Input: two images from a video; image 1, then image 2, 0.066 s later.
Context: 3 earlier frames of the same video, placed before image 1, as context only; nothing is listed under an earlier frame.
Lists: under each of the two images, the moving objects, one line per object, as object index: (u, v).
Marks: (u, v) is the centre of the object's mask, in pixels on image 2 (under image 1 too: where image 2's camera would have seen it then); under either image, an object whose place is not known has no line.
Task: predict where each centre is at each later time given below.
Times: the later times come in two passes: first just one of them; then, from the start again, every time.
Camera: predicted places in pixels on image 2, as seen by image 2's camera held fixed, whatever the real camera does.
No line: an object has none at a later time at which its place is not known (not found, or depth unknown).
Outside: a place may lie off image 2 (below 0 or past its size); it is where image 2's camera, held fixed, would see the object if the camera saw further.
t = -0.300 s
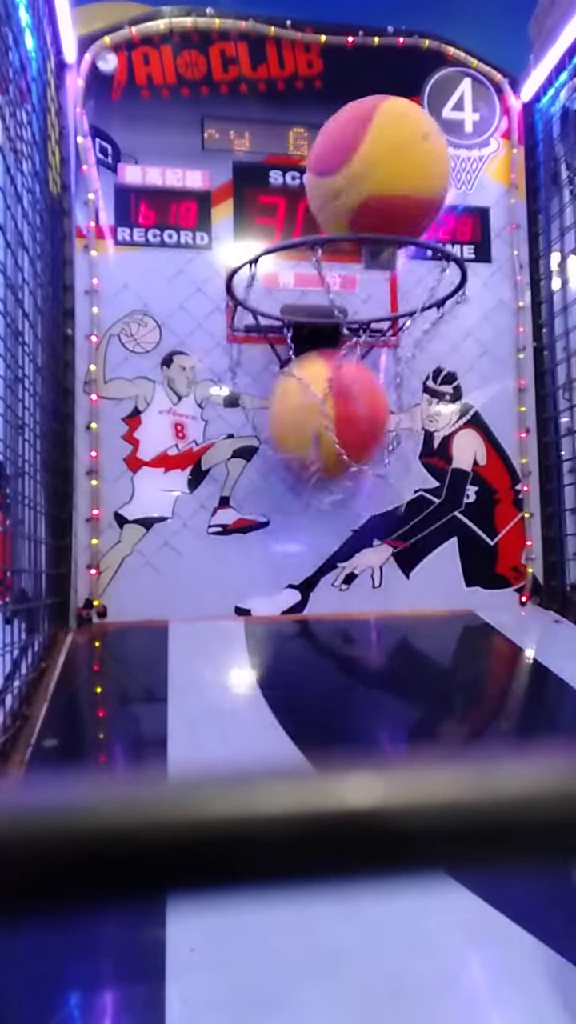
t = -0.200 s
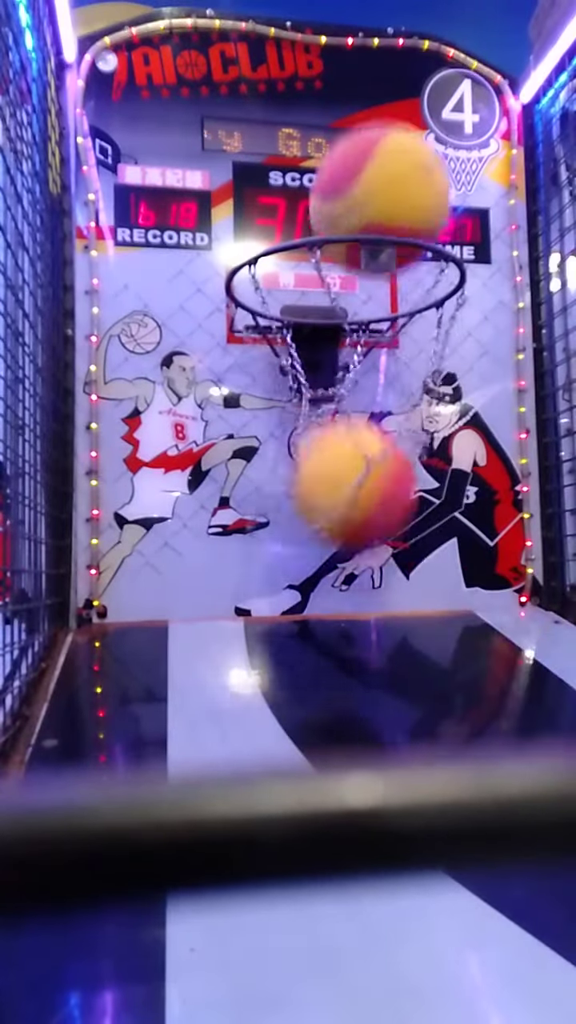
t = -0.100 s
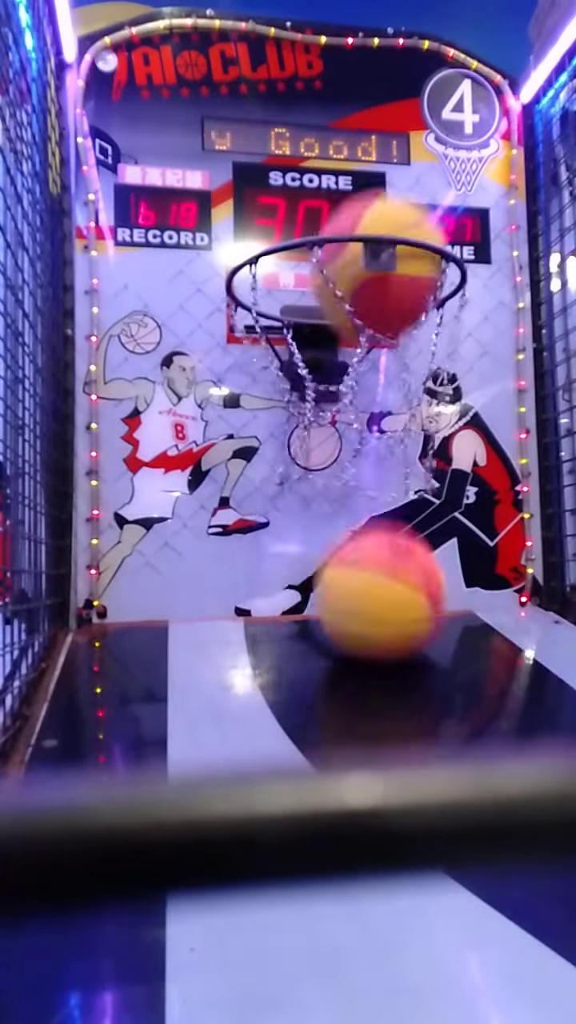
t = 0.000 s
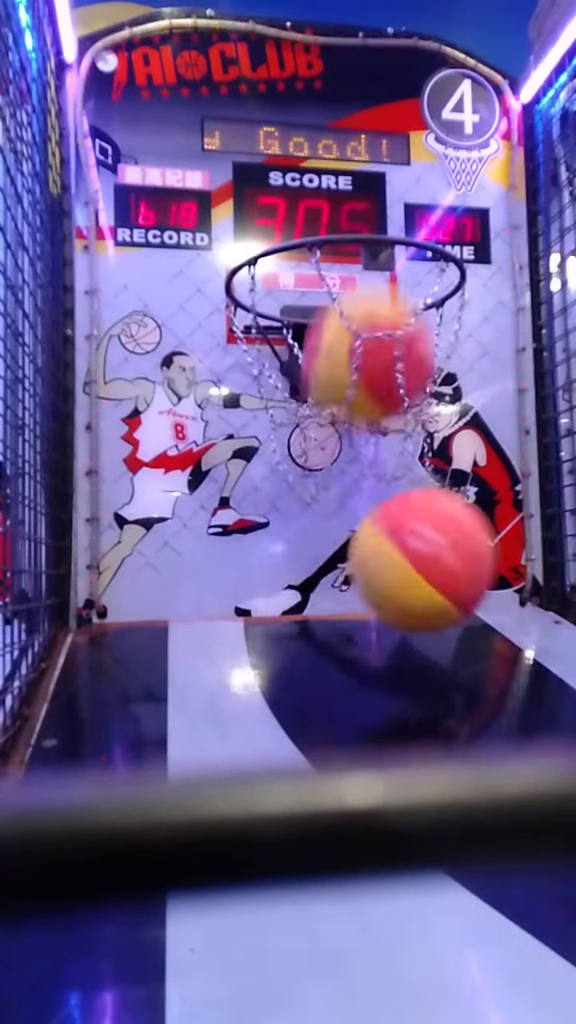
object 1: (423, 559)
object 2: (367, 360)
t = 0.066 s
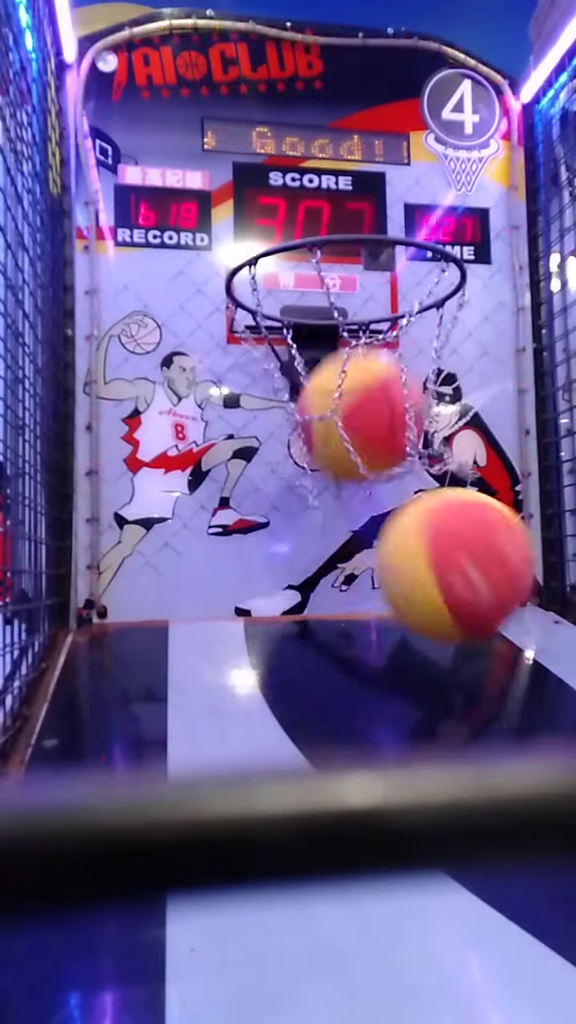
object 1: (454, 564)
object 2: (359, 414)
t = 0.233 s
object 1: (526, 672)
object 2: (339, 514)
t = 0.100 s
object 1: (473, 578)
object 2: (354, 433)
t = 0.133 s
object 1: (490, 600)
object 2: (351, 449)
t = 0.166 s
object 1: (506, 636)
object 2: (347, 467)
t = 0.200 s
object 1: (515, 669)
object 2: (342, 487)
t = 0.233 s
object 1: (526, 672)
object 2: (339, 514)
